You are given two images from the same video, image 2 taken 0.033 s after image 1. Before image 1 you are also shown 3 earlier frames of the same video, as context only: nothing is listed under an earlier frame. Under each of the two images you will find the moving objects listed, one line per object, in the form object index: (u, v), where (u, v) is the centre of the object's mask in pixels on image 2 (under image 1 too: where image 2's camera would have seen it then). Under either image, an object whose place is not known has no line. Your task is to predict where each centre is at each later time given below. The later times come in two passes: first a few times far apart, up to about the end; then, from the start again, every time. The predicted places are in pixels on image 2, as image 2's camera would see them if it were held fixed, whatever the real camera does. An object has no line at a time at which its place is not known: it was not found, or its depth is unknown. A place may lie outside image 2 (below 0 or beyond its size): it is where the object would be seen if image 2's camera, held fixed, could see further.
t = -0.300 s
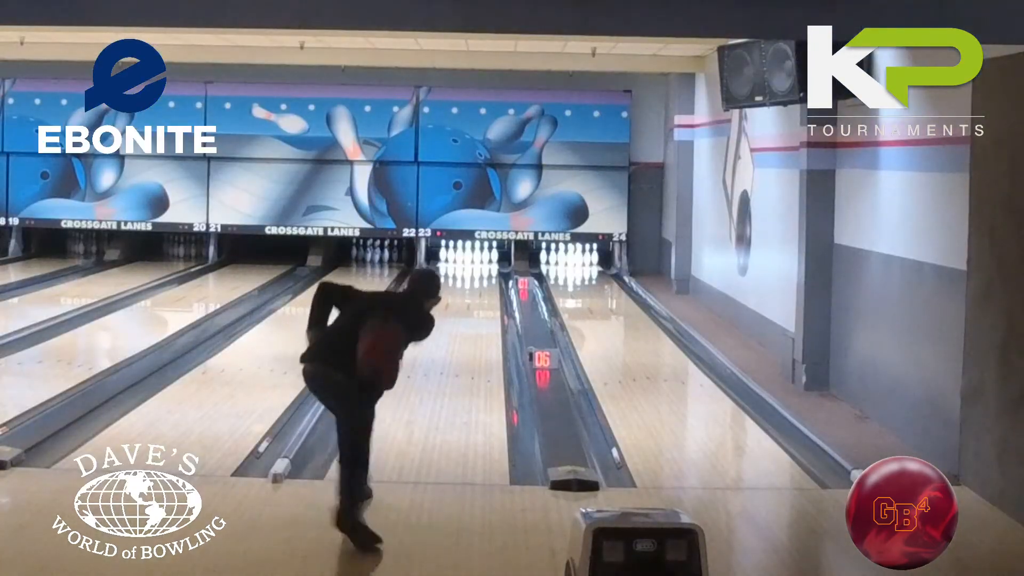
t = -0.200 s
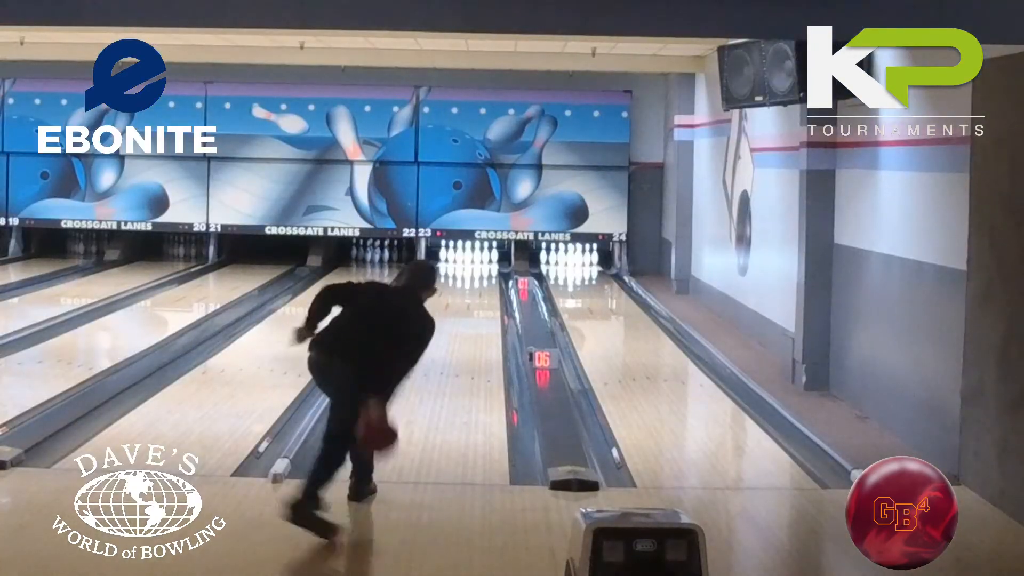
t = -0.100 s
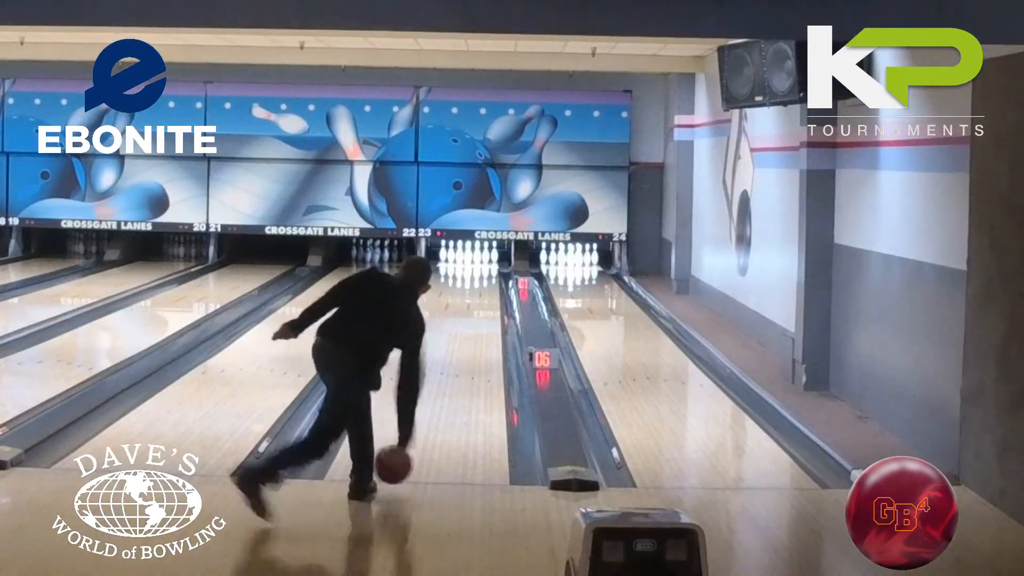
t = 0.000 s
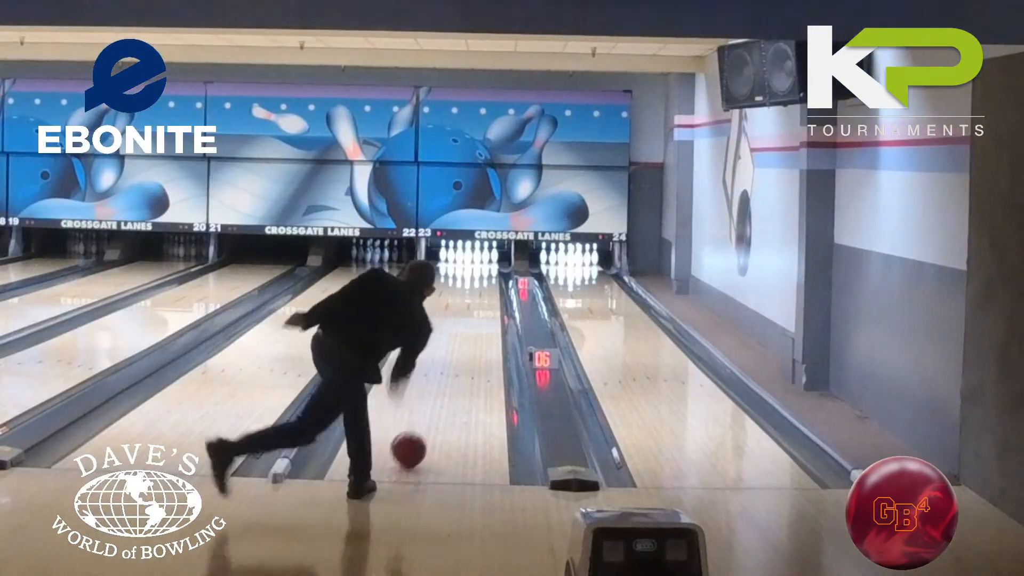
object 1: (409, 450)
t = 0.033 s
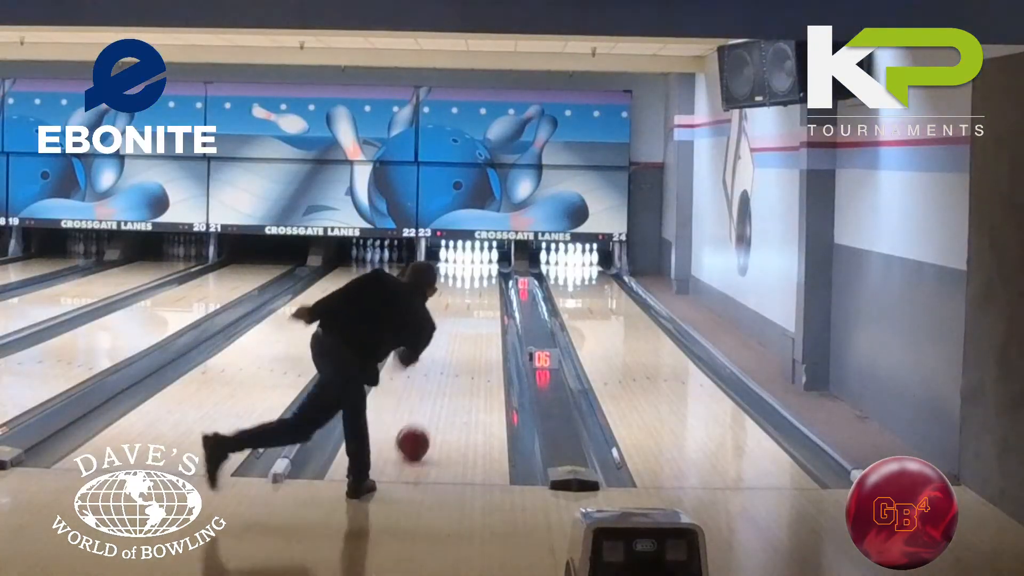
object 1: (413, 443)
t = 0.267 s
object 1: (436, 397)
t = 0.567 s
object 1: (456, 359)
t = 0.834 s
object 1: (468, 332)
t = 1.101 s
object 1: (476, 312)
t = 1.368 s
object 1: (482, 297)
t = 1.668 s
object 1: (484, 285)
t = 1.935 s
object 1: (482, 272)
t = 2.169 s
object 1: (477, 265)
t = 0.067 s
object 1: (417, 435)
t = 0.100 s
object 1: (421, 428)
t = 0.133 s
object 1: (424, 420)
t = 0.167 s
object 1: (427, 414)
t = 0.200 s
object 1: (430, 408)
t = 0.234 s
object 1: (434, 403)
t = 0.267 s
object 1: (436, 397)
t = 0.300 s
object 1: (439, 392)
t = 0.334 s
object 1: (442, 387)
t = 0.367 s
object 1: (444, 382)
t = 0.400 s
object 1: (446, 378)
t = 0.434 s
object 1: (449, 374)
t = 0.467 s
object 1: (456, 369)
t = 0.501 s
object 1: (455, 366)
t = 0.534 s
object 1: (456, 362)
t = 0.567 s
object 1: (456, 359)
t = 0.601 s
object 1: (458, 355)
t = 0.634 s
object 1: (459, 352)
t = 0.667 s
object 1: (461, 349)
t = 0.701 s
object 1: (463, 345)
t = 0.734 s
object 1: (464, 342)
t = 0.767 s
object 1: (466, 338)
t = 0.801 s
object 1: (467, 335)
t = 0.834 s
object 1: (468, 332)
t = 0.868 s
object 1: (469, 329)
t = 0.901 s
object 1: (470, 326)
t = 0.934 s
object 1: (472, 324)
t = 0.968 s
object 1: (473, 321)
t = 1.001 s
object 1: (473, 319)
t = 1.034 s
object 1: (474, 316)
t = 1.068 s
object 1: (475, 314)
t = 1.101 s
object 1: (476, 312)
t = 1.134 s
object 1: (477, 310)
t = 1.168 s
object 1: (478, 308)
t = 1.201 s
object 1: (479, 305)
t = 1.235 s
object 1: (479, 304)
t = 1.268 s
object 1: (480, 302)
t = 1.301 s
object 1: (481, 300)
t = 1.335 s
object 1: (481, 298)
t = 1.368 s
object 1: (482, 297)
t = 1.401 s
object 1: (482, 295)
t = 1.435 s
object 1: (483, 293)
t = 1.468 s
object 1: (483, 292)
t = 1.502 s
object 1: (484, 290)
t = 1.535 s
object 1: (484, 289)
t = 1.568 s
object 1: (484, 287)
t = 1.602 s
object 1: (484, 286)
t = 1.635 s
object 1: (485, 285)
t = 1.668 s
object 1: (484, 285)
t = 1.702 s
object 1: (484, 279)
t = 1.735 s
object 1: (483, 275)
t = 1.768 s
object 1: (482, 275)
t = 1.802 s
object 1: (484, 277)
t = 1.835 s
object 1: (483, 276)
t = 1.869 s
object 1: (483, 275)
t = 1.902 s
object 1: (483, 274)
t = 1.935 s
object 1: (482, 272)
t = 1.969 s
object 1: (481, 271)
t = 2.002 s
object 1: (481, 270)
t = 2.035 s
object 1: (480, 269)
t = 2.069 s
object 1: (479, 268)
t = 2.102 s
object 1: (479, 267)
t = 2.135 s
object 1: (478, 266)
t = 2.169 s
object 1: (477, 265)
